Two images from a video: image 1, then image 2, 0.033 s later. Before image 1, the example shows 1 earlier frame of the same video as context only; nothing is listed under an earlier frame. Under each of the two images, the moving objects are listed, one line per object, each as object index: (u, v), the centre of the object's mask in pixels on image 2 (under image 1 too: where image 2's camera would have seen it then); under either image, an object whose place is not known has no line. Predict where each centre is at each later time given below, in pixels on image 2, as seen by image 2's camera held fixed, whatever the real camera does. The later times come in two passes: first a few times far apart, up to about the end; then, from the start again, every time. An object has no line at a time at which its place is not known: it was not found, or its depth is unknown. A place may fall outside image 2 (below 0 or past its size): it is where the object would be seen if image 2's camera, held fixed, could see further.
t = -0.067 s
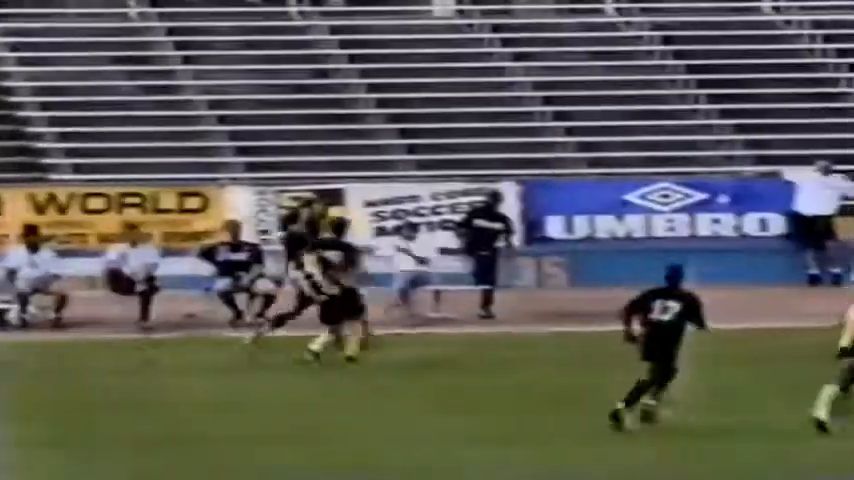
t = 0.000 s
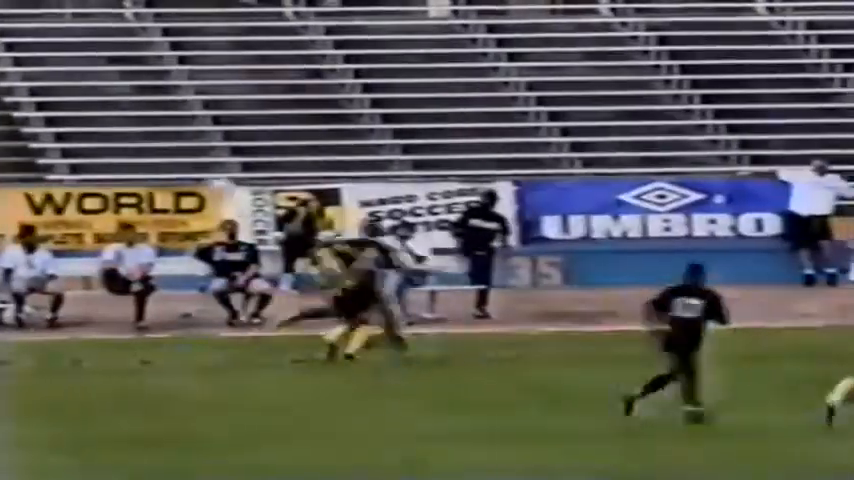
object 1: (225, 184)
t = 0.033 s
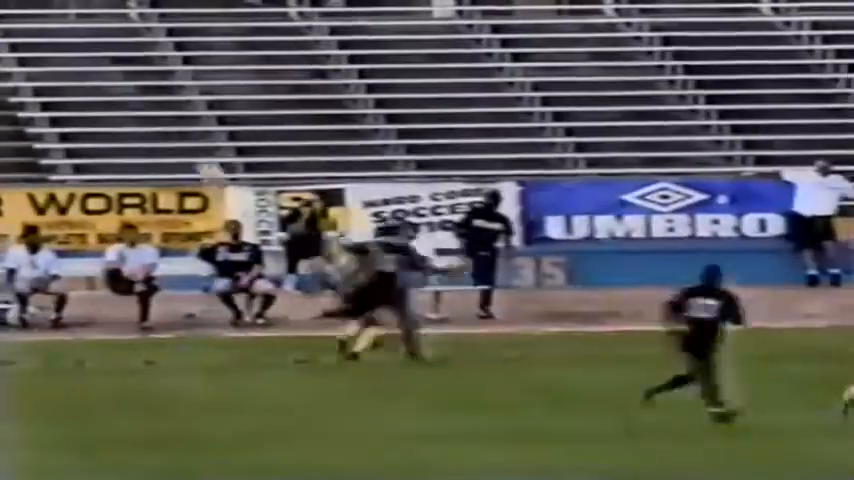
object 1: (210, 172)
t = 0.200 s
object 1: (137, 114)
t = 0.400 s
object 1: (60, 72)
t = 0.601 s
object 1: (-20, 58)
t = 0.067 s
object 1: (196, 160)
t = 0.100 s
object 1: (182, 147)
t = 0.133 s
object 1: (167, 134)
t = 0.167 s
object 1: (153, 123)
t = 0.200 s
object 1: (137, 114)
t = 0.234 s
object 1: (124, 105)
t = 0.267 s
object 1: (112, 97)
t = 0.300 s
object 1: (99, 89)
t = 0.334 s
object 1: (86, 84)
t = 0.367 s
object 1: (72, 76)
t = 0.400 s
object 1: (60, 72)
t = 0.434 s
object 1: (46, 69)
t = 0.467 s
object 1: (33, 65)
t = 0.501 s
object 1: (19, 62)
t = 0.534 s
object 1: (5, 61)
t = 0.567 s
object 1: (-8, 58)
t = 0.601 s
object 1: (-20, 58)
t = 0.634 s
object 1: (-34, 58)
